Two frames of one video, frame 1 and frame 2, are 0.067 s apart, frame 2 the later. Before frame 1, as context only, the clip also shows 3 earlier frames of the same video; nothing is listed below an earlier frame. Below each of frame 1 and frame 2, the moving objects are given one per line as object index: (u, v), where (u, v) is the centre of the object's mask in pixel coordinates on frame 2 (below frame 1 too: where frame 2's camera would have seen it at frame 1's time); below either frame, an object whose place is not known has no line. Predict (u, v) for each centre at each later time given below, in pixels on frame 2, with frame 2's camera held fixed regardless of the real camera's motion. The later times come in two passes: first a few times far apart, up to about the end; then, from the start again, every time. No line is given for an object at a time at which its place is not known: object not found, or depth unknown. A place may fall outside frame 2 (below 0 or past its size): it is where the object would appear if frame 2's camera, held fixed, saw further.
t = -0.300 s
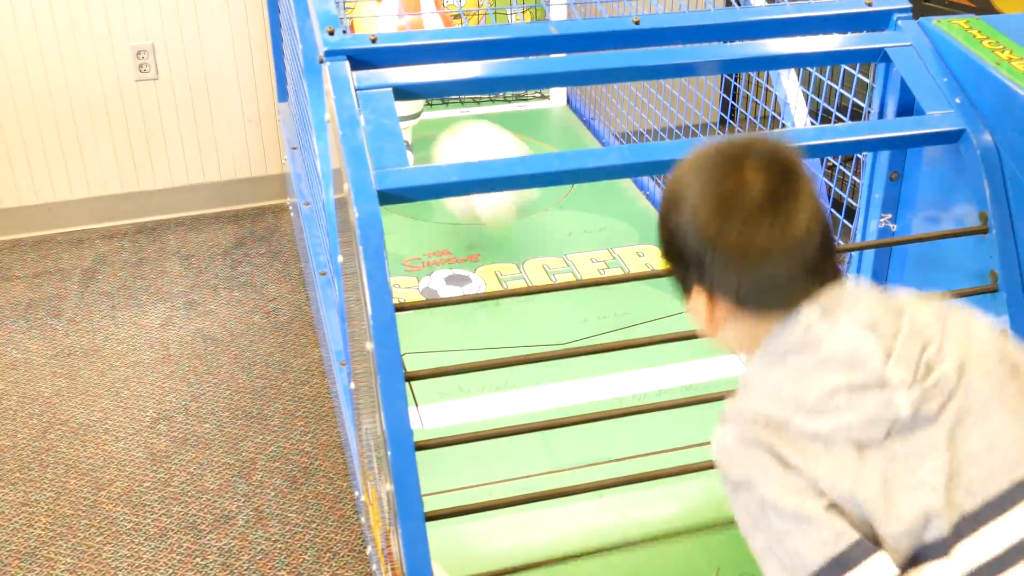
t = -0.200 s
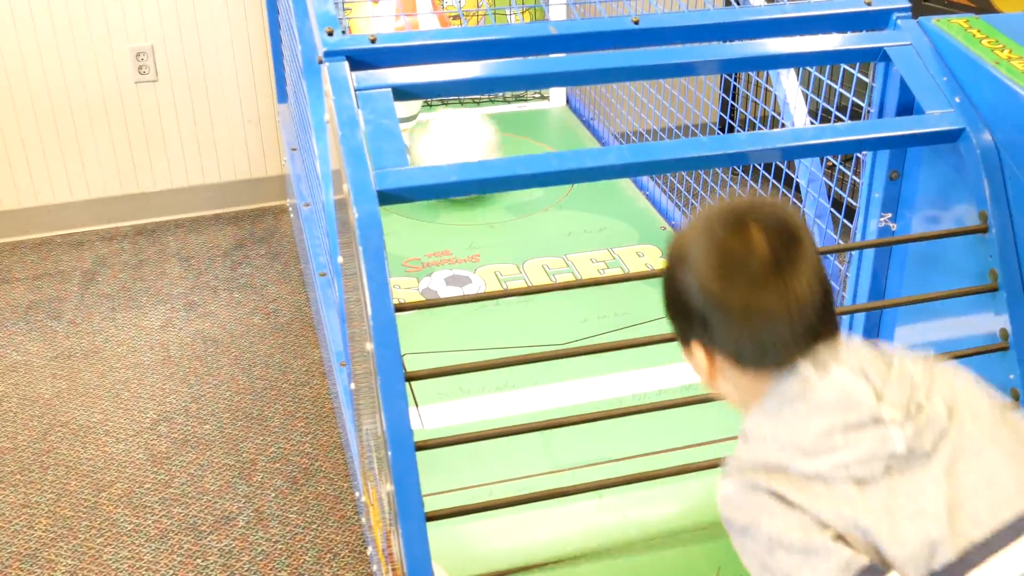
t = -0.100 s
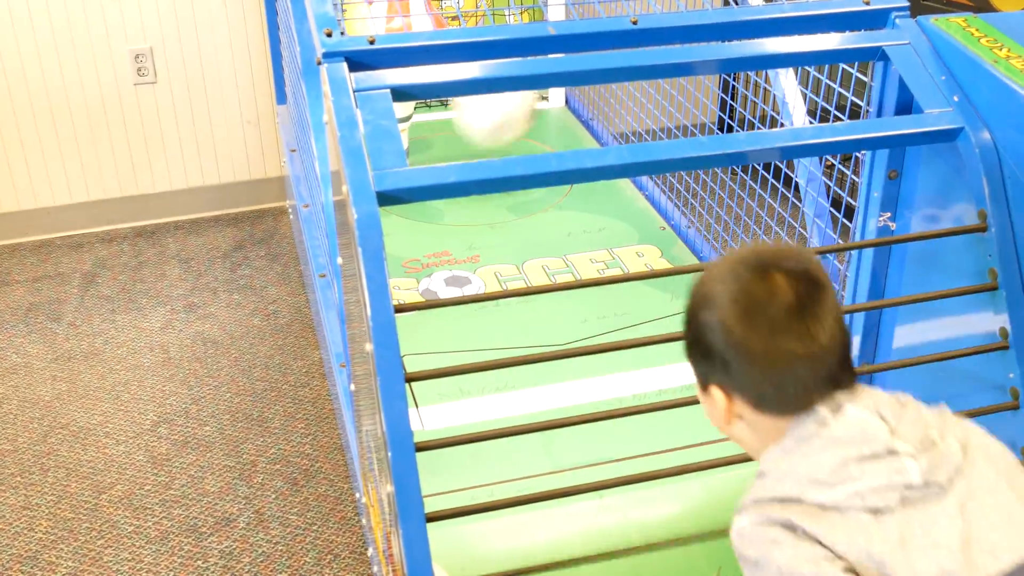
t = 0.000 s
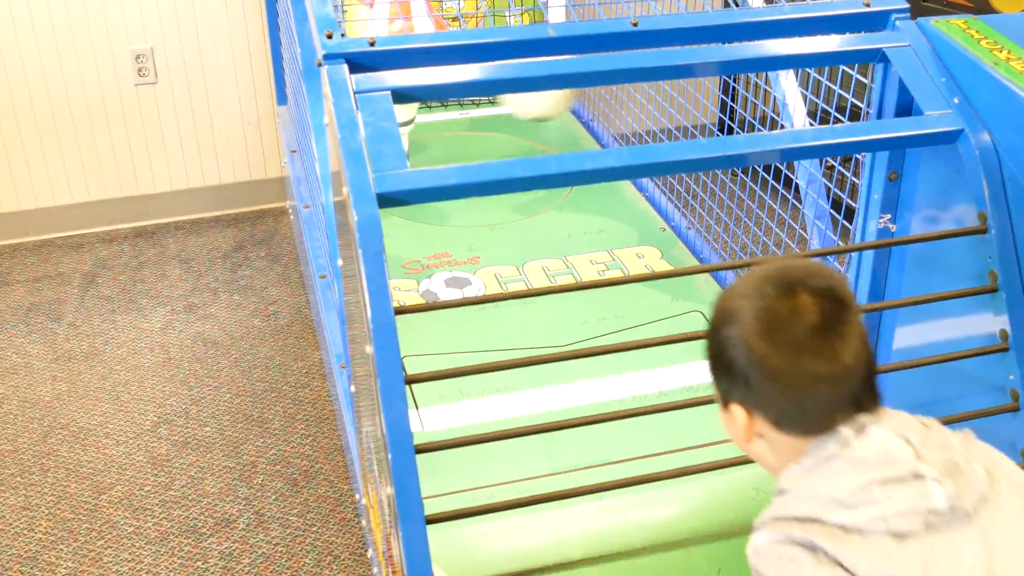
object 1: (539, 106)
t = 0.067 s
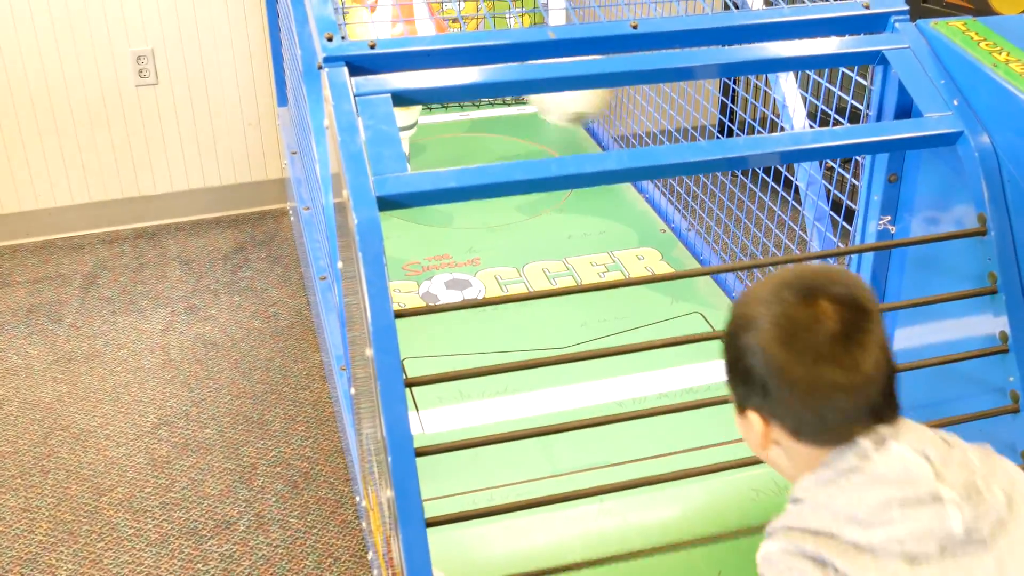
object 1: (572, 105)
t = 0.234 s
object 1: (568, 130)
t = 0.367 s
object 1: (535, 130)
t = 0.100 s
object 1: (586, 109)
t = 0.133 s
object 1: (591, 115)
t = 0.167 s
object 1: (584, 121)
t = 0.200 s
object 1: (576, 125)
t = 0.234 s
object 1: (568, 130)
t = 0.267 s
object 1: (558, 135)
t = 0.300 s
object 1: (550, 130)
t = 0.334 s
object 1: (543, 129)
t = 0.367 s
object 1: (535, 130)
